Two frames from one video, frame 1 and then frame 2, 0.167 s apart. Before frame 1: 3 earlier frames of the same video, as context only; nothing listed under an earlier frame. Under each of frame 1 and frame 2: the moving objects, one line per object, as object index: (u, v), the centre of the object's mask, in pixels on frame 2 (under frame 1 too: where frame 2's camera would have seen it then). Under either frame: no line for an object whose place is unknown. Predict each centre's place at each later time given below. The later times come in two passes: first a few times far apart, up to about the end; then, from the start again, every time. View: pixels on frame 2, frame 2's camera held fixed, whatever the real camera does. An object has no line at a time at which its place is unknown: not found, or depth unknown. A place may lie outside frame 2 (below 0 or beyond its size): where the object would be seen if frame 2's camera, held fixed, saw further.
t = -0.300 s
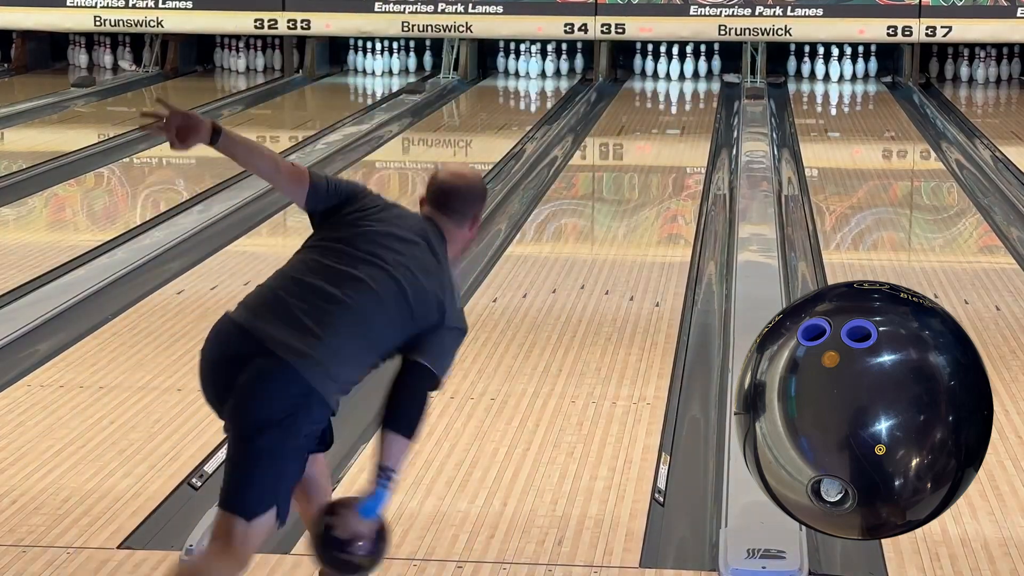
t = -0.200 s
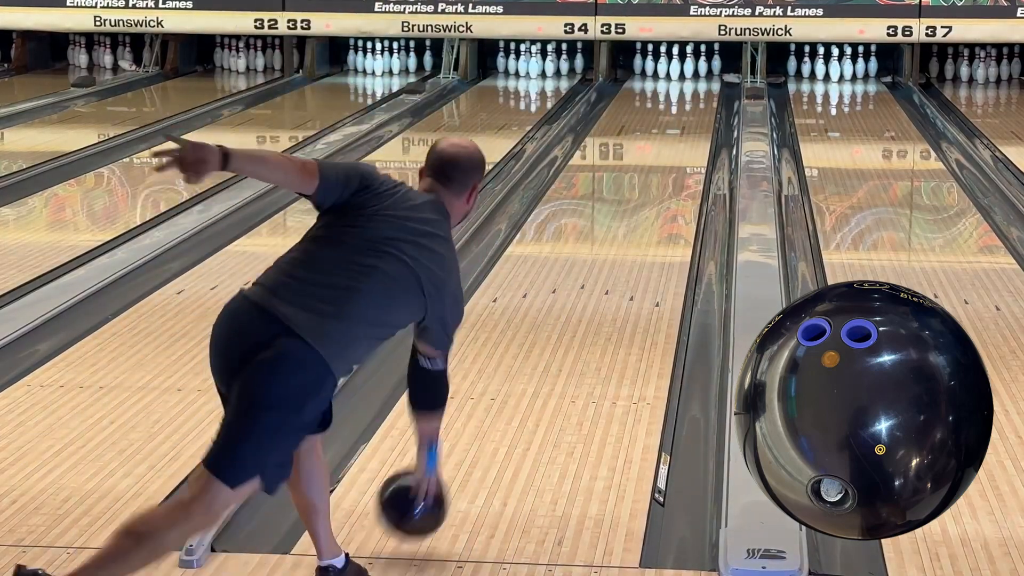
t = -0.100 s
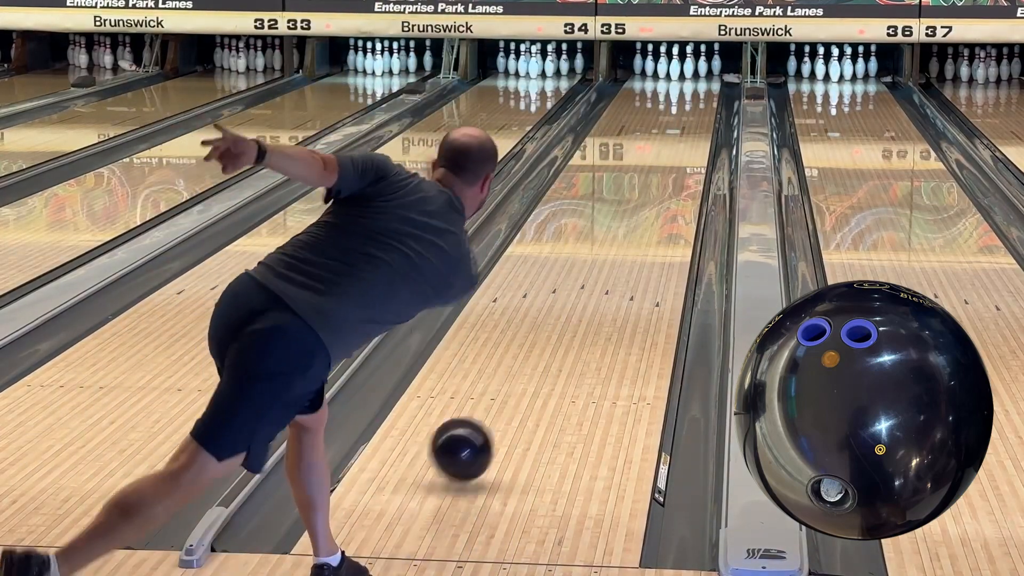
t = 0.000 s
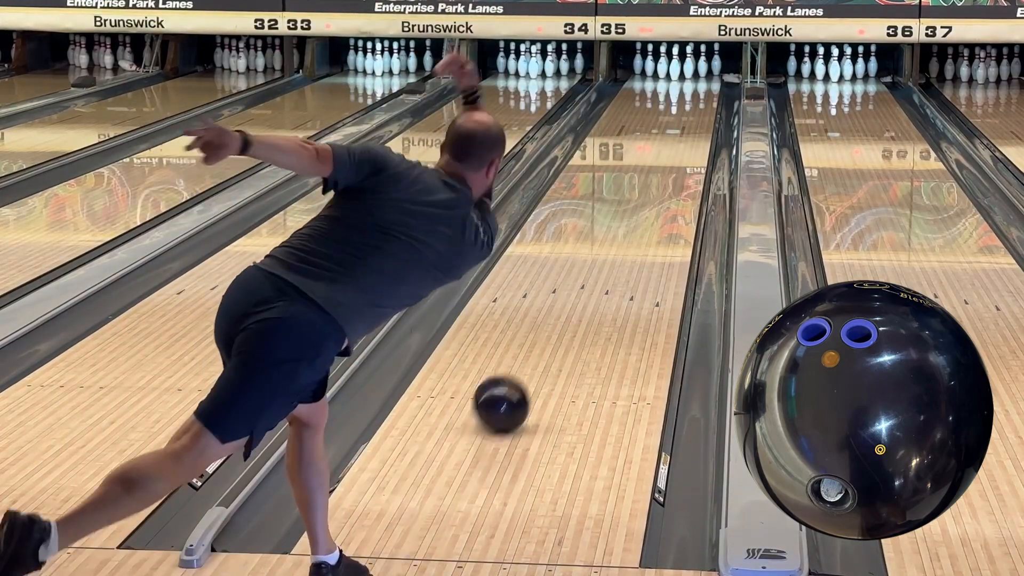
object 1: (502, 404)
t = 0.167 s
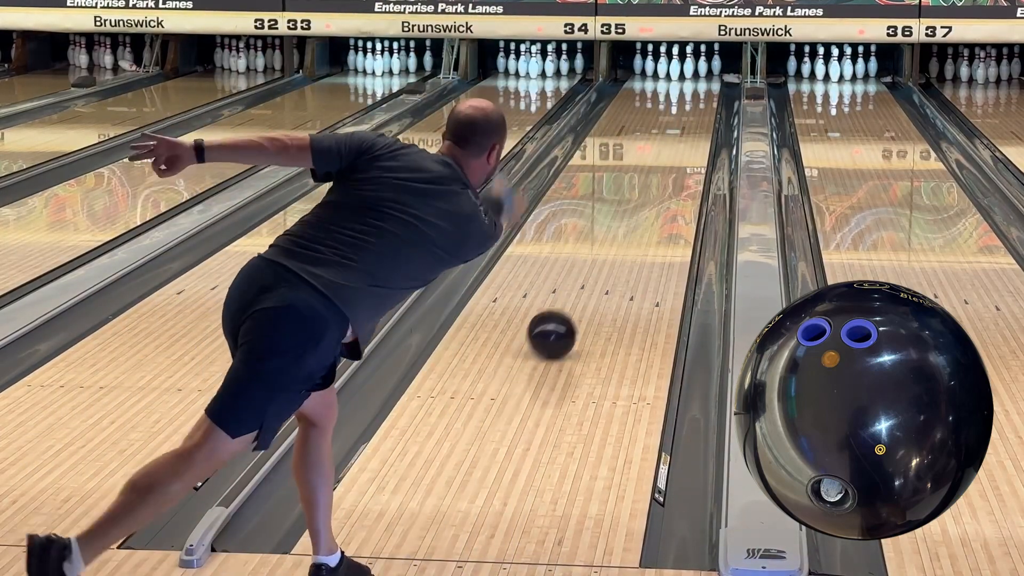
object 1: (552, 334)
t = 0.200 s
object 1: (560, 322)
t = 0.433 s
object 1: (607, 257)
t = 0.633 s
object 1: (636, 216)
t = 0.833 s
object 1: (658, 183)
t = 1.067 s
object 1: (678, 153)
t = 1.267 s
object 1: (689, 132)
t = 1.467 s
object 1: (697, 115)
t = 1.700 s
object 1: (698, 99)
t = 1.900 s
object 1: (695, 87)
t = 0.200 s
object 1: (560, 322)
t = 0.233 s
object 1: (568, 311)
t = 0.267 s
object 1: (576, 301)
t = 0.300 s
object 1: (583, 291)
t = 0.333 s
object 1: (589, 282)
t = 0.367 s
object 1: (595, 273)
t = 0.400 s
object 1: (602, 265)
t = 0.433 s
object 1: (607, 257)
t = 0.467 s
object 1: (613, 250)
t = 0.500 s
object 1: (618, 242)
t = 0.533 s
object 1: (623, 236)
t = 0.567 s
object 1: (627, 229)
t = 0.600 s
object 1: (632, 222)
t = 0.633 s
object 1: (636, 216)
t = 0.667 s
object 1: (640, 210)
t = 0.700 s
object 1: (644, 204)
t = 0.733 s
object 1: (648, 198)
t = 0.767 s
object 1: (651, 193)
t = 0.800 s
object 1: (655, 188)
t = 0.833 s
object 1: (658, 183)
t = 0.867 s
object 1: (661, 178)
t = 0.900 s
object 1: (664, 174)
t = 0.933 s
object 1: (667, 170)
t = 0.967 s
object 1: (670, 165)
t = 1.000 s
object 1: (673, 161)
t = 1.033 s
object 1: (675, 157)
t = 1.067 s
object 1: (678, 153)
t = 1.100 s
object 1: (680, 149)
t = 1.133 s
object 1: (682, 146)
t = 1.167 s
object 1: (684, 142)
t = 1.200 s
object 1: (686, 139)
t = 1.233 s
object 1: (688, 135)
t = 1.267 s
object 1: (689, 132)
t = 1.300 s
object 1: (691, 129)
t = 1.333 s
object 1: (692, 126)
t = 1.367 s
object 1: (694, 123)
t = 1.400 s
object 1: (695, 120)
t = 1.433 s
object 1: (696, 117)
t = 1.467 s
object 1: (697, 115)
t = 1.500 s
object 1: (697, 113)
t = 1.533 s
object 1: (698, 110)
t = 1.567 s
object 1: (698, 108)
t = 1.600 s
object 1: (698, 105)
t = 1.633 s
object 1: (698, 103)
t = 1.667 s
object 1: (698, 101)
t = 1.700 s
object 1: (698, 99)
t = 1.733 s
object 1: (698, 96)
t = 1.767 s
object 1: (698, 94)
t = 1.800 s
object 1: (697, 92)
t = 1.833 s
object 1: (697, 91)
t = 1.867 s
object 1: (695, 89)
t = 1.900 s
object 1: (695, 87)
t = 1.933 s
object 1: (694, 85)
